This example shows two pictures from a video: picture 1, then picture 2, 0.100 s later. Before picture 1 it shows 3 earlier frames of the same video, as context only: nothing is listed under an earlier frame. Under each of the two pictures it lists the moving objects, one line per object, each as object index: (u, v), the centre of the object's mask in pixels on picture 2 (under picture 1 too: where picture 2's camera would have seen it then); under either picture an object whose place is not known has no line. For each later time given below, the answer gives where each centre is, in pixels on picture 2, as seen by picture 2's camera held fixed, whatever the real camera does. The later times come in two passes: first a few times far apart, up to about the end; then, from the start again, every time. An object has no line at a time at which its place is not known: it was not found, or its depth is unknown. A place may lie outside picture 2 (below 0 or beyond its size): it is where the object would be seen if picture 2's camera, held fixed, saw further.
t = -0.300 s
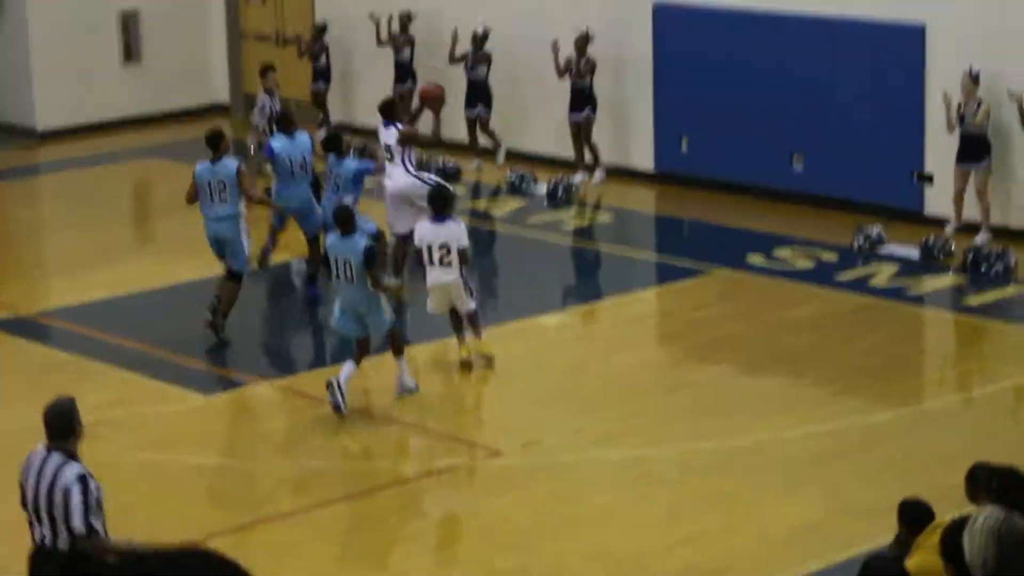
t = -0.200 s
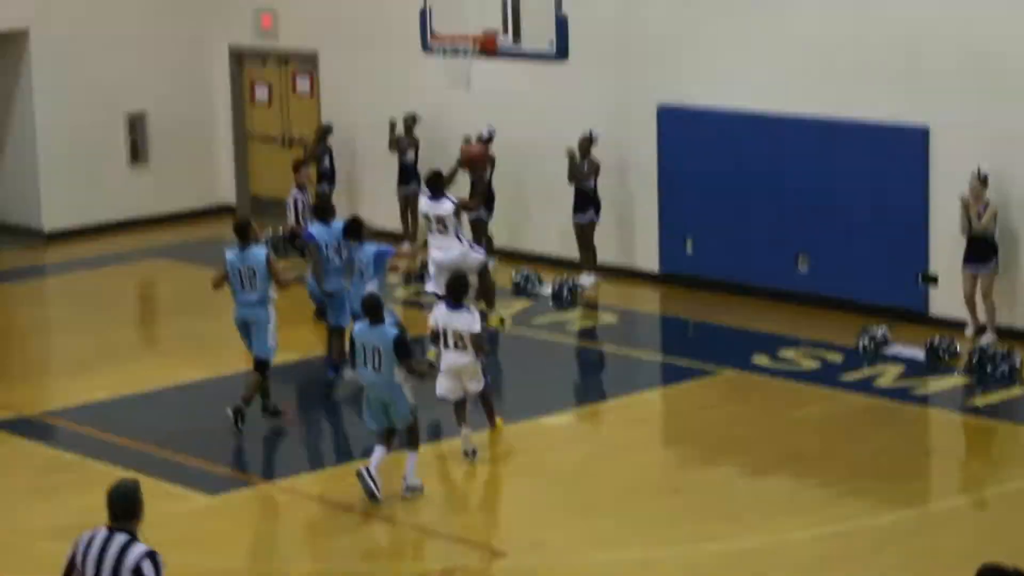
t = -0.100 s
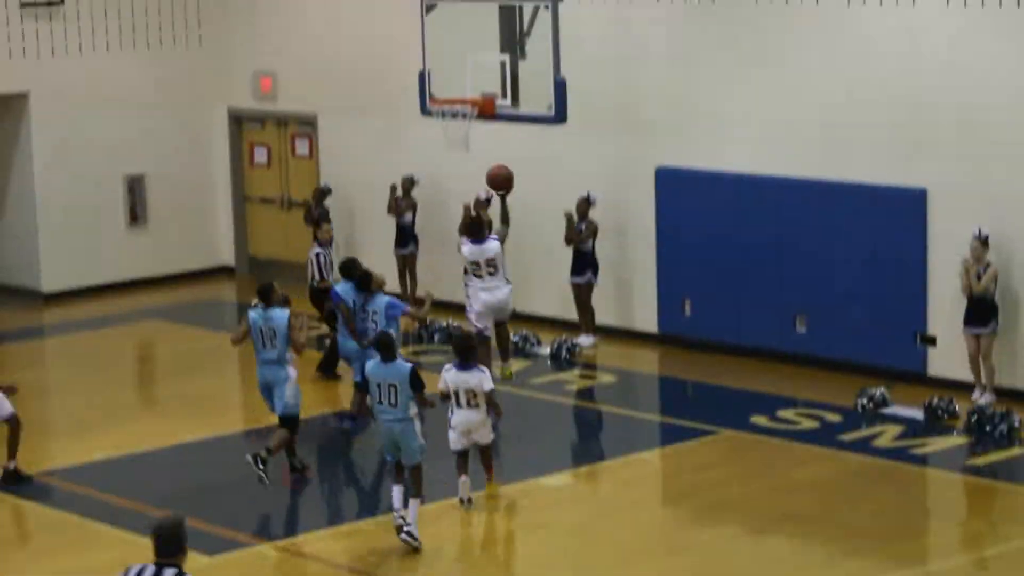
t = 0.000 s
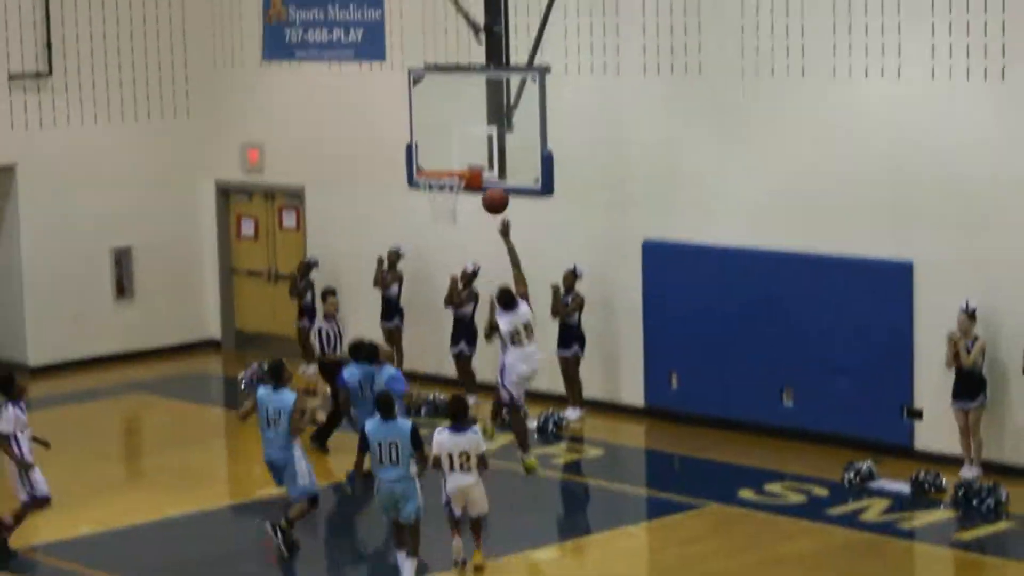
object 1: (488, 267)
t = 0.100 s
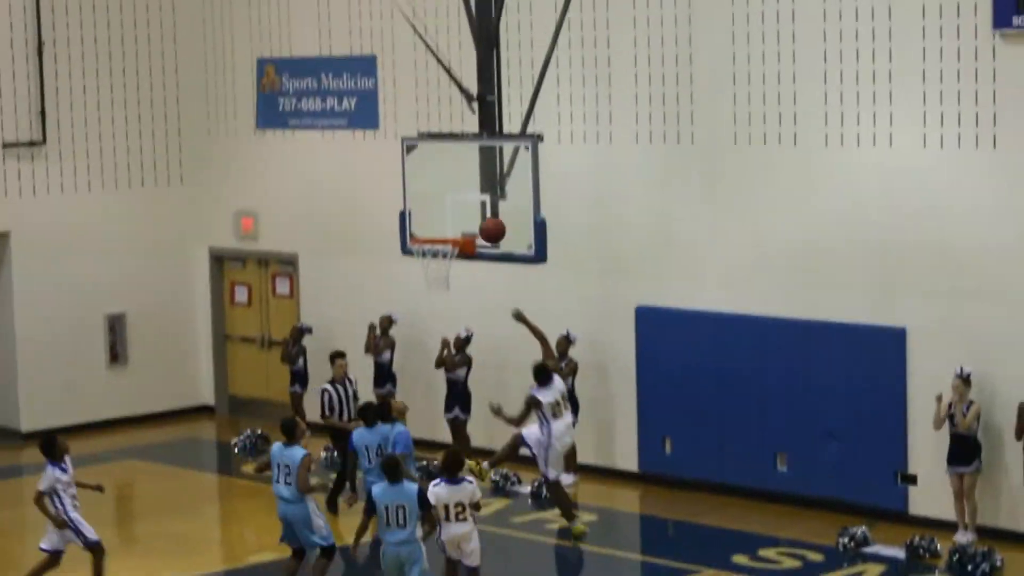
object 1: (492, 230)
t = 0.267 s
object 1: (479, 203)
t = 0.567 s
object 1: (427, 244)
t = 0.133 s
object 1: (494, 221)
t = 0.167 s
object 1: (495, 212)
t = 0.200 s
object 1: (490, 208)
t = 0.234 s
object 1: (484, 205)
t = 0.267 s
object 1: (479, 203)
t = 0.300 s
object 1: (472, 203)
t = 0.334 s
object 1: (466, 204)
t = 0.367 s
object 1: (461, 206)
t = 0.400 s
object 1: (455, 209)
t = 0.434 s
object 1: (449, 214)
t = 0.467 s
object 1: (444, 219)
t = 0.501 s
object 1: (438, 226)
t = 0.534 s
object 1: (433, 234)
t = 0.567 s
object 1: (427, 244)
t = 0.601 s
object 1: (421, 254)
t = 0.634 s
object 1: (416, 266)
